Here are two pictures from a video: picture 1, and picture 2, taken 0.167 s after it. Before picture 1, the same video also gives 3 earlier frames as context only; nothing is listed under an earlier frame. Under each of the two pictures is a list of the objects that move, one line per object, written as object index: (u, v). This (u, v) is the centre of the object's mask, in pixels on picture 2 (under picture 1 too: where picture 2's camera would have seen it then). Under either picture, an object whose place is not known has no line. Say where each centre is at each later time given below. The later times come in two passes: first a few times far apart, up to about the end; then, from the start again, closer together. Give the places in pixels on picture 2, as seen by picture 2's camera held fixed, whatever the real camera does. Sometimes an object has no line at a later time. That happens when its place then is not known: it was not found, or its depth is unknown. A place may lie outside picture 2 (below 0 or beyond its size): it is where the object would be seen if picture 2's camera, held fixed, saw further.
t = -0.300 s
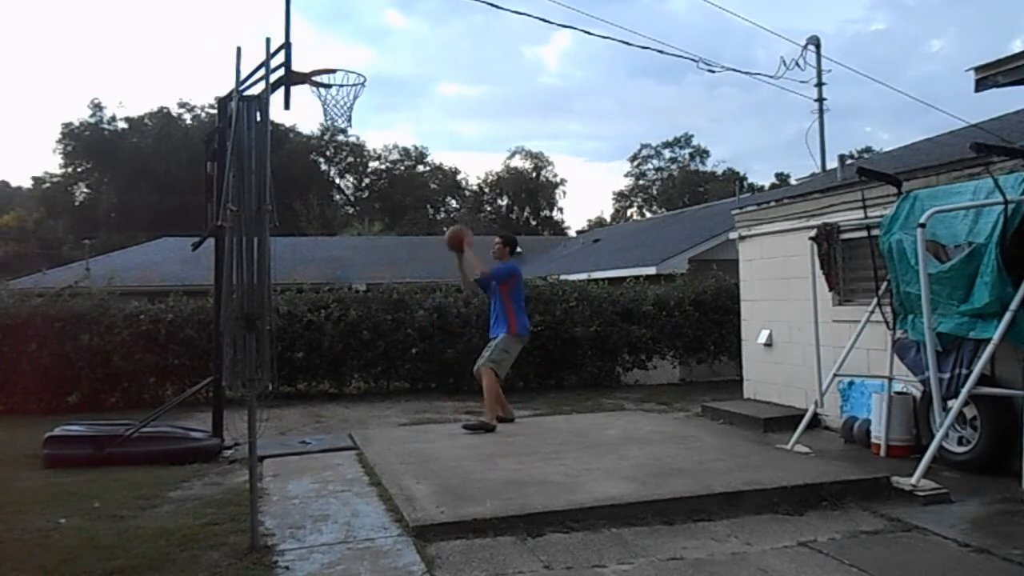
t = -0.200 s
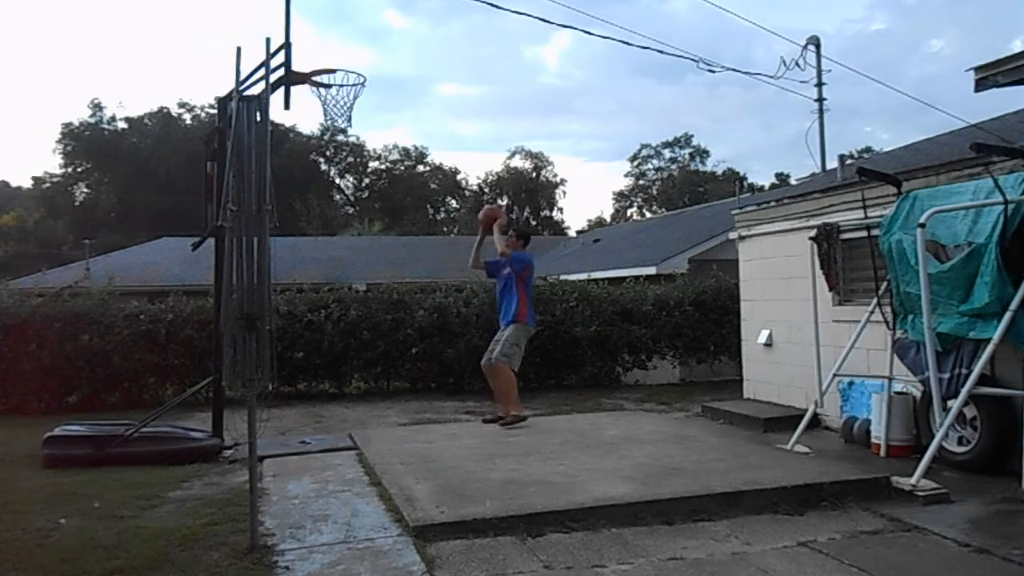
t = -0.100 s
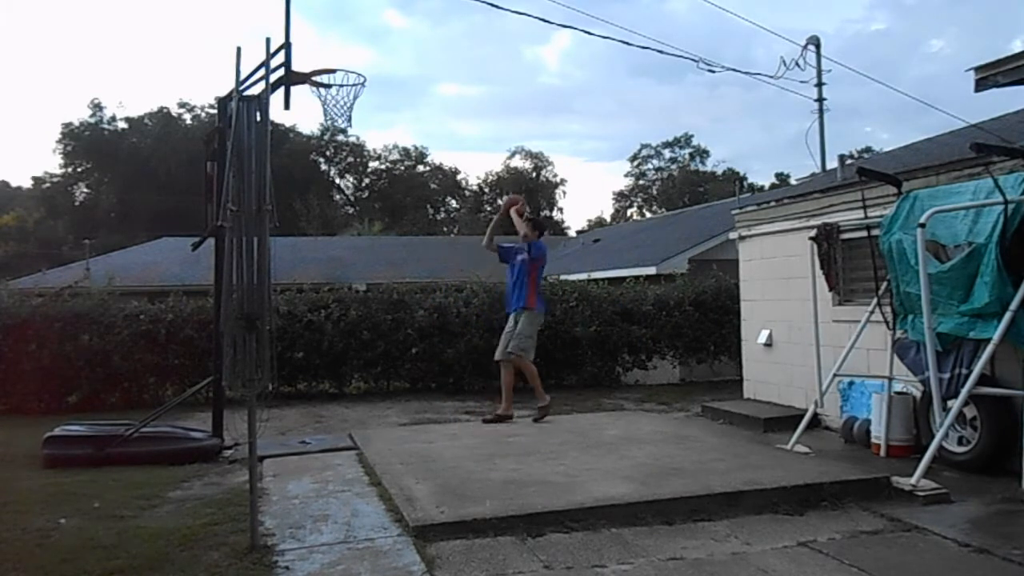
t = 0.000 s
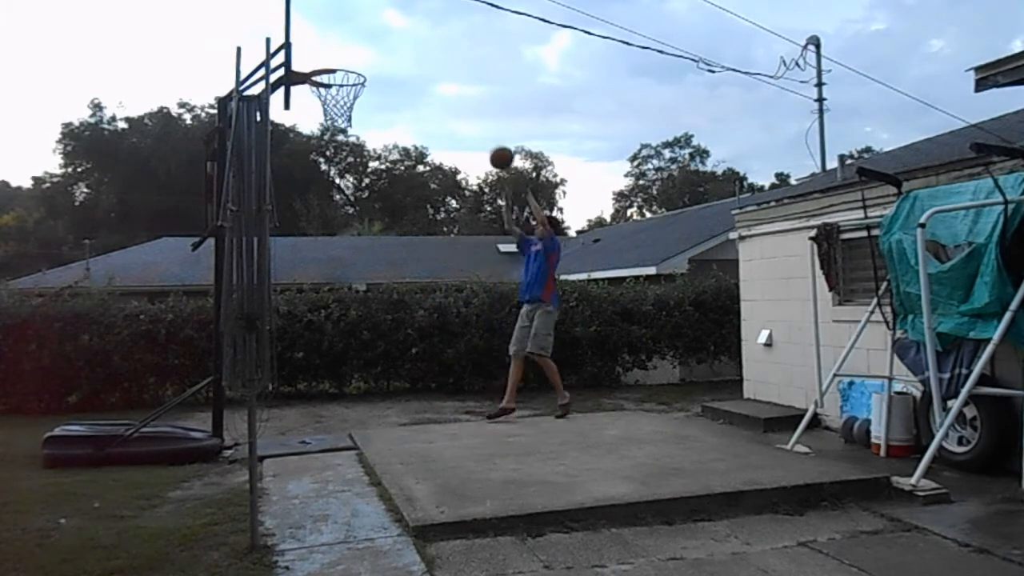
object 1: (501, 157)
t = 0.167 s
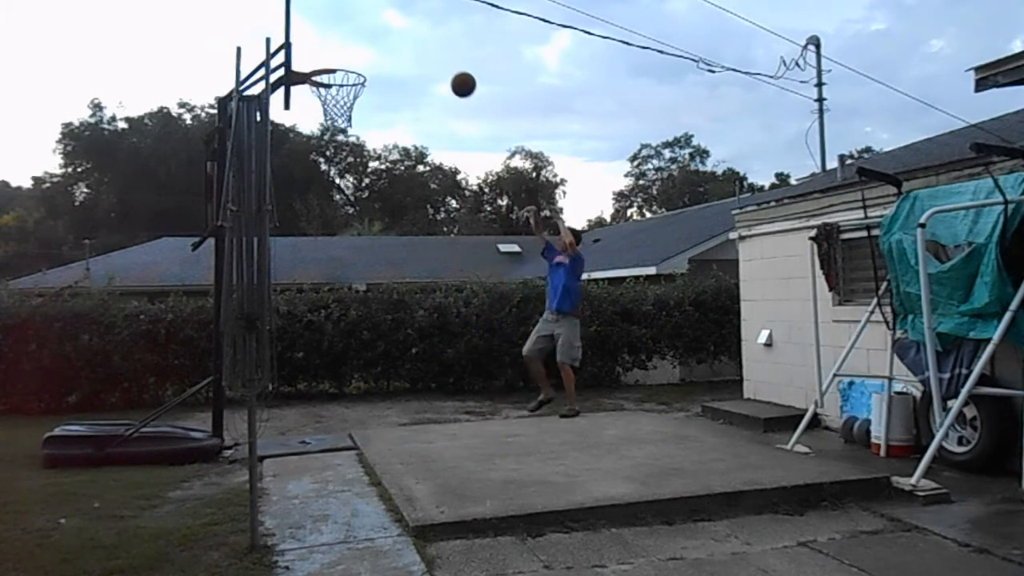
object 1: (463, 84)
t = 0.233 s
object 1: (448, 63)
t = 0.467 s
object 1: (393, 21)
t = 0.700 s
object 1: (336, 38)
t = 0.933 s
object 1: (322, 32)
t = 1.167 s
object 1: (337, 34)
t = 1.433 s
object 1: (353, 79)
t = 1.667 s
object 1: (366, 131)
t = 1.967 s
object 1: (384, 273)
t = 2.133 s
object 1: (395, 384)
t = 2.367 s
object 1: (375, 327)
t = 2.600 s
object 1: (351, 273)
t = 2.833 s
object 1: (330, 271)
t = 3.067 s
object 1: (311, 317)
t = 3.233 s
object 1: (299, 377)
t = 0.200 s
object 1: (455, 73)
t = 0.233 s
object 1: (448, 63)
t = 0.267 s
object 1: (440, 53)
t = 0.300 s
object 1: (432, 45)
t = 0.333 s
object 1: (424, 38)
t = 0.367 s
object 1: (417, 32)
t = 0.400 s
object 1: (409, 27)
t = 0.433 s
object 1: (401, 24)
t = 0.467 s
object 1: (393, 21)
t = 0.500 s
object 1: (385, 20)
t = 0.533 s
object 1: (377, 20)
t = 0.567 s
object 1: (369, 21)
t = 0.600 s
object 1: (361, 23)
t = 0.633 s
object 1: (352, 27)
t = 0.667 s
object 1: (344, 32)
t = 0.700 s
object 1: (336, 38)
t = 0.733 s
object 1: (327, 46)
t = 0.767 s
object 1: (319, 55)
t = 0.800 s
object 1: (314, 58)
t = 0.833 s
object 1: (316, 50)
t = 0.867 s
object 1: (318, 43)
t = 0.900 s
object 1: (320, 37)
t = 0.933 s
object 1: (322, 32)
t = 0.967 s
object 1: (324, 29)
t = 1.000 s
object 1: (326, 27)
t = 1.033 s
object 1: (328, 26)
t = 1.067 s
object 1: (330, 26)
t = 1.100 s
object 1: (333, 28)
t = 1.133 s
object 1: (335, 30)
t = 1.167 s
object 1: (337, 34)
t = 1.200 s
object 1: (339, 40)
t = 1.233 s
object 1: (341, 46)
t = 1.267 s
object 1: (343, 54)
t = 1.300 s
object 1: (345, 62)
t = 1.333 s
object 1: (347, 72)
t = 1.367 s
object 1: (349, 75)
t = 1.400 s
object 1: (351, 77)
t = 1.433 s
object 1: (353, 79)
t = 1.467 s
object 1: (355, 83)
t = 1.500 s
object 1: (357, 88)
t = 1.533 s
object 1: (359, 95)
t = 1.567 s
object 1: (361, 102)
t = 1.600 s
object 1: (363, 111)
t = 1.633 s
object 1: (364, 120)
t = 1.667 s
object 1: (366, 131)
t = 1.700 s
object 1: (369, 142)
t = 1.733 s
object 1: (370, 155)
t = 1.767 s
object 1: (372, 170)
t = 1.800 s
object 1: (374, 182)
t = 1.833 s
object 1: (376, 199)
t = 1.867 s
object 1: (378, 217)
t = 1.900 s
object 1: (380, 234)
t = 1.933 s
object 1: (382, 254)
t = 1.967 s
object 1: (384, 273)
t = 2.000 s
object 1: (386, 295)
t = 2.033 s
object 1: (389, 315)
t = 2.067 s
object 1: (390, 335)
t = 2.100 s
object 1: (392, 359)
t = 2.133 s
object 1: (395, 384)
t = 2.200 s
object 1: (394, 403)
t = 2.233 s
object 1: (390, 385)
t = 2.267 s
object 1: (386, 370)
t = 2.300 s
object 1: (383, 355)
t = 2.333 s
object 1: (379, 341)
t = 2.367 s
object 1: (375, 327)
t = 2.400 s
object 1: (372, 318)
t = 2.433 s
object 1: (368, 303)
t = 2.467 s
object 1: (365, 297)
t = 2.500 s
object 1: (361, 292)
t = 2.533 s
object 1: (358, 284)
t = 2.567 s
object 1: (354, 278)
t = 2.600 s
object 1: (351, 273)
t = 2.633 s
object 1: (348, 270)
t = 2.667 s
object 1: (345, 267)
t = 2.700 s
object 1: (342, 266)
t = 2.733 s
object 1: (339, 266)
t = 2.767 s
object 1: (336, 267)
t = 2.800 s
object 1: (333, 268)
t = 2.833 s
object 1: (330, 271)
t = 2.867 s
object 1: (327, 275)
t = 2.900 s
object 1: (325, 280)
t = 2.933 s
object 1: (322, 285)
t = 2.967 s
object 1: (318, 291)
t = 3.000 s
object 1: (316, 298)
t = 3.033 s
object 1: (315, 308)
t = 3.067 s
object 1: (311, 317)
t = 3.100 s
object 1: (308, 325)
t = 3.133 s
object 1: (306, 338)
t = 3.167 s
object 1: (304, 350)
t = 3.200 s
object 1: (301, 362)
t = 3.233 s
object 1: (299, 377)
